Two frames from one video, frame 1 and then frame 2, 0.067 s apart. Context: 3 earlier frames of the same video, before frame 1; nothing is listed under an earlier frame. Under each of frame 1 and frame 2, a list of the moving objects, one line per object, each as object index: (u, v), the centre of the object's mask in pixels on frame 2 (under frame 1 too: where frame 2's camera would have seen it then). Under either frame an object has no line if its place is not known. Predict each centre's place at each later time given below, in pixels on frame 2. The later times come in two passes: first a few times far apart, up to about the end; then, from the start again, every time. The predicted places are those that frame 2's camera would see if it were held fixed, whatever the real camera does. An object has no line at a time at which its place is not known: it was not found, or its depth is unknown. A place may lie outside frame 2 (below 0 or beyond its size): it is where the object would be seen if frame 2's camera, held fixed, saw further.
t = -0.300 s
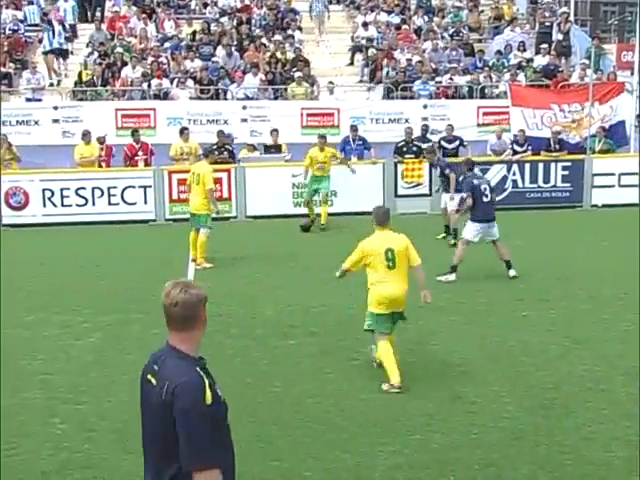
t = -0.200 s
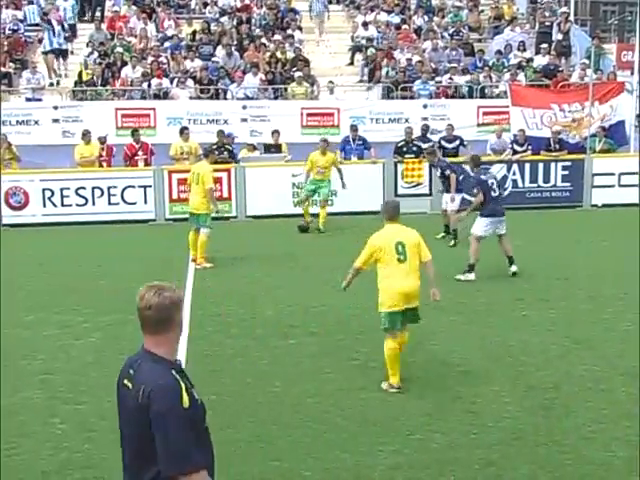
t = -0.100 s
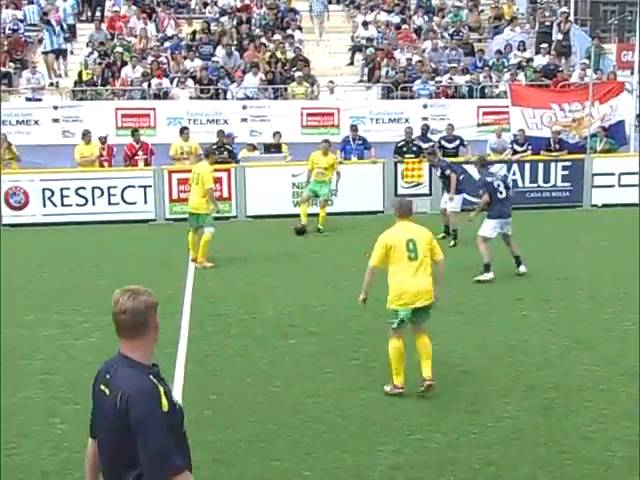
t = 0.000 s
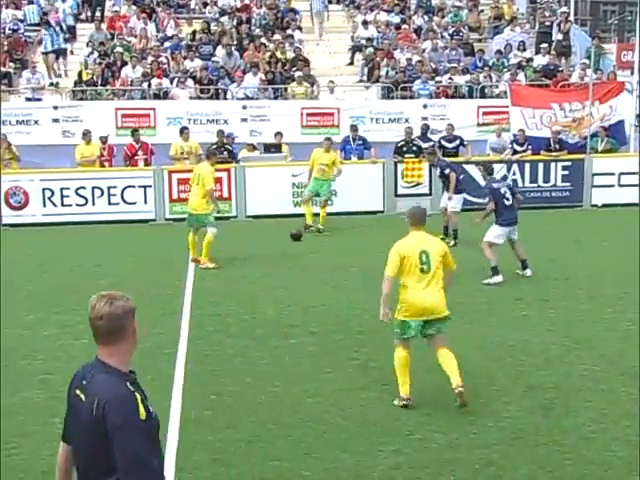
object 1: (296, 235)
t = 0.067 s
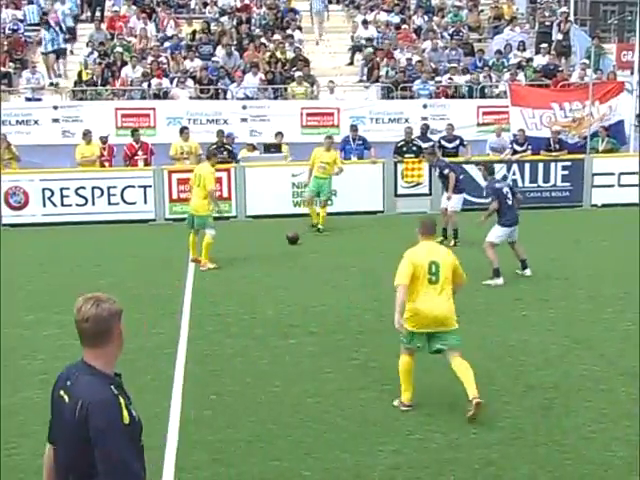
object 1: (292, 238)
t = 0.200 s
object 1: (287, 243)
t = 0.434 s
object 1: (277, 254)
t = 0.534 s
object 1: (272, 259)
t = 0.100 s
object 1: (291, 239)
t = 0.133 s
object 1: (290, 241)
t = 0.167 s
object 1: (288, 242)
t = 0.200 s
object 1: (287, 243)
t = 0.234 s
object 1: (285, 245)
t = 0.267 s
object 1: (284, 247)
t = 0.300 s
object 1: (283, 247)
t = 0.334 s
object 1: (281, 250)
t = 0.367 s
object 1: (279, 251)
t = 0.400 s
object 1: (278, 253)
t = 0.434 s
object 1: (277, 254)
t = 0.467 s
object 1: (275, 256)
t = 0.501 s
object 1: (274, 258)
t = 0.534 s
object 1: (272, 259)
